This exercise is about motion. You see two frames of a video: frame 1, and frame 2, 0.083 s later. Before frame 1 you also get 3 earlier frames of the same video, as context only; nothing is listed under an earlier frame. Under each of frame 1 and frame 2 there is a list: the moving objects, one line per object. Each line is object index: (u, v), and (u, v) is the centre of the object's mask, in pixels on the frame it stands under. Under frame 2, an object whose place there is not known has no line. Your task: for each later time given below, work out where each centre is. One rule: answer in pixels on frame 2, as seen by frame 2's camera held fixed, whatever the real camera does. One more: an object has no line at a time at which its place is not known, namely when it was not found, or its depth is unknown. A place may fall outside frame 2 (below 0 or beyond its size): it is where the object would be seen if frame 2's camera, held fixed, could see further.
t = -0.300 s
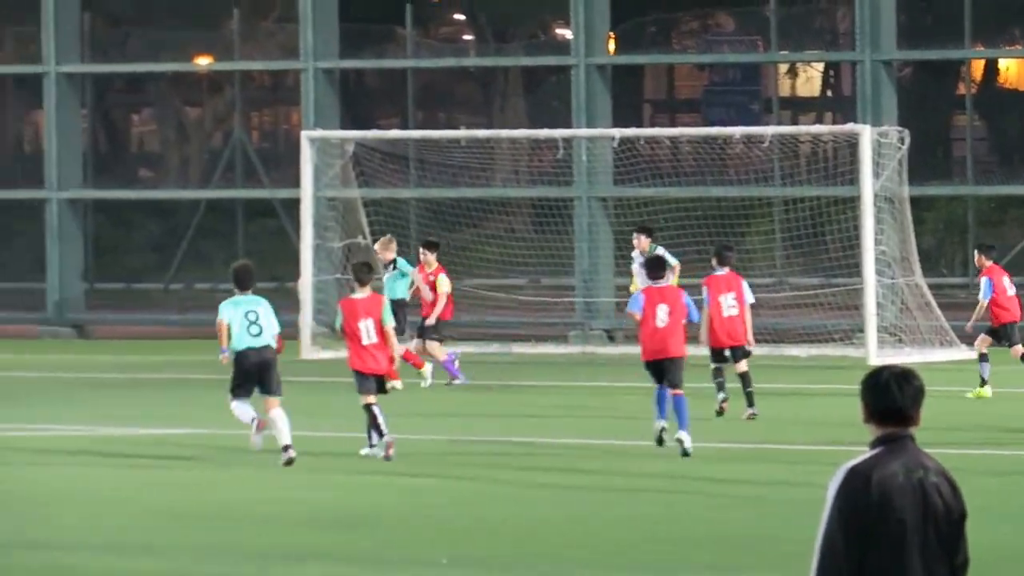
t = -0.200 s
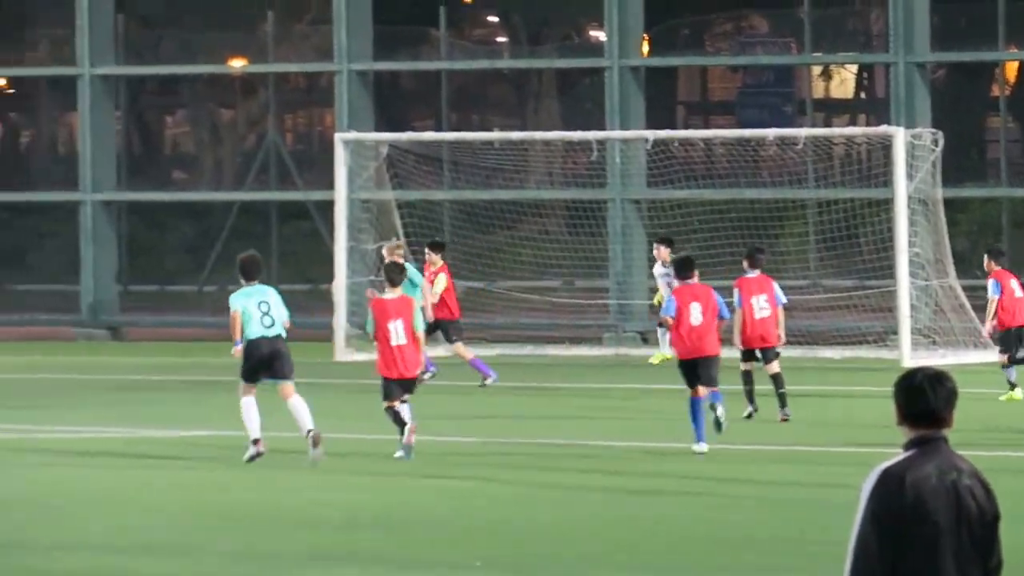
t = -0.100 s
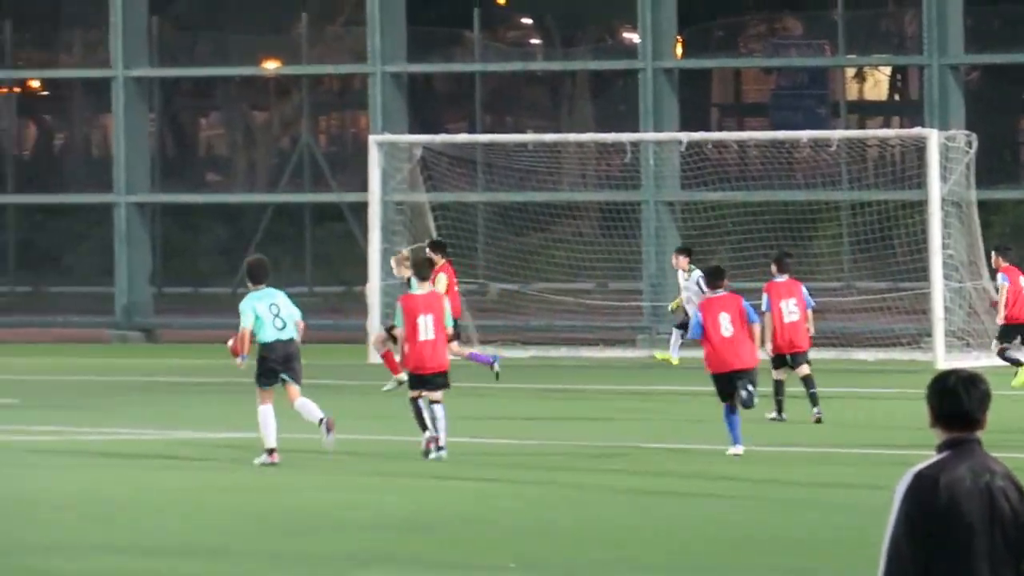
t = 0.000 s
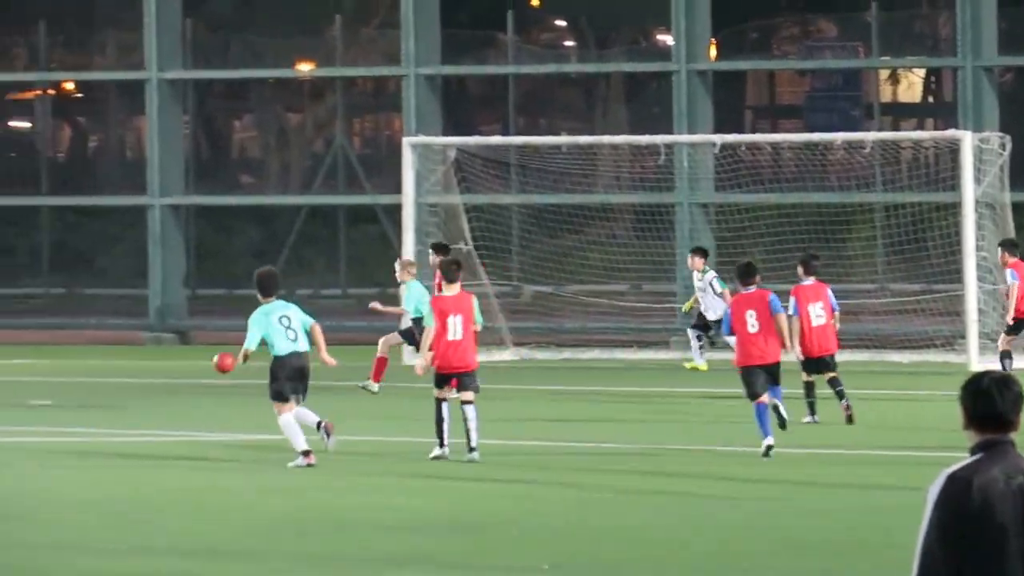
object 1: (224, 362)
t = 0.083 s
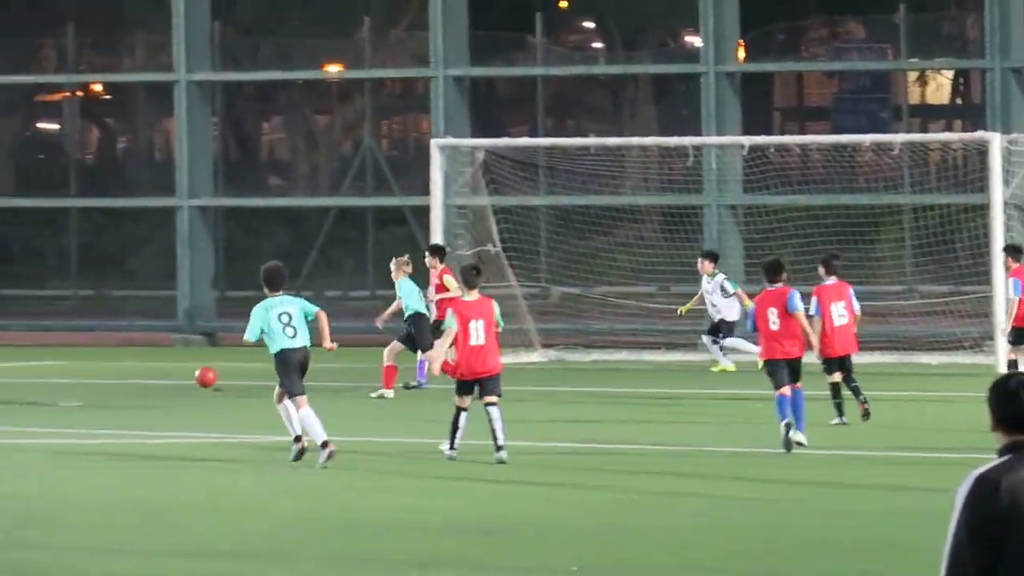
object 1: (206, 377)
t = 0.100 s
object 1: (206, 376)
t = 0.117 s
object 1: (195, 371)
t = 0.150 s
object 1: (185, 368)
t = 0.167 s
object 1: (184, 368)
